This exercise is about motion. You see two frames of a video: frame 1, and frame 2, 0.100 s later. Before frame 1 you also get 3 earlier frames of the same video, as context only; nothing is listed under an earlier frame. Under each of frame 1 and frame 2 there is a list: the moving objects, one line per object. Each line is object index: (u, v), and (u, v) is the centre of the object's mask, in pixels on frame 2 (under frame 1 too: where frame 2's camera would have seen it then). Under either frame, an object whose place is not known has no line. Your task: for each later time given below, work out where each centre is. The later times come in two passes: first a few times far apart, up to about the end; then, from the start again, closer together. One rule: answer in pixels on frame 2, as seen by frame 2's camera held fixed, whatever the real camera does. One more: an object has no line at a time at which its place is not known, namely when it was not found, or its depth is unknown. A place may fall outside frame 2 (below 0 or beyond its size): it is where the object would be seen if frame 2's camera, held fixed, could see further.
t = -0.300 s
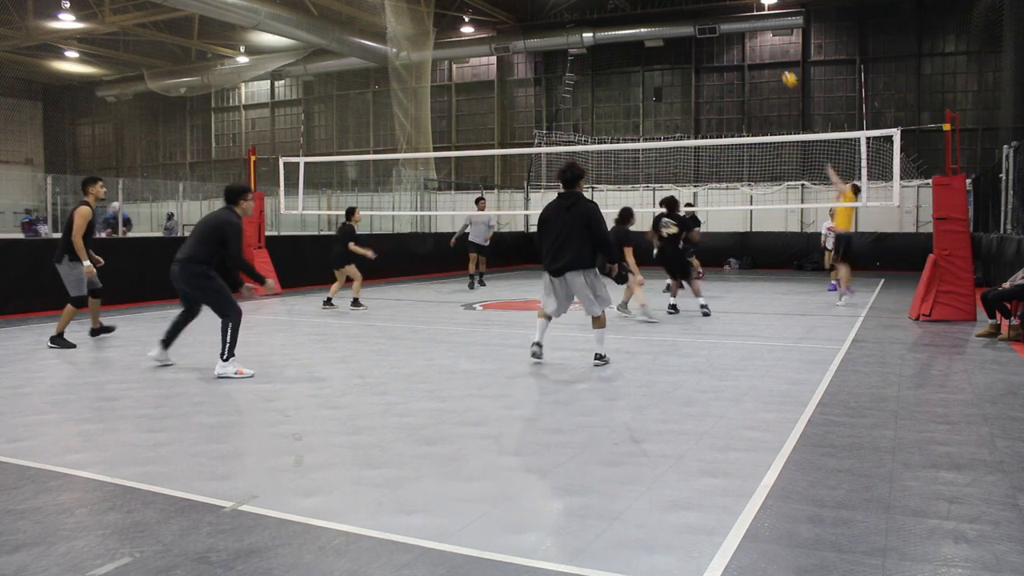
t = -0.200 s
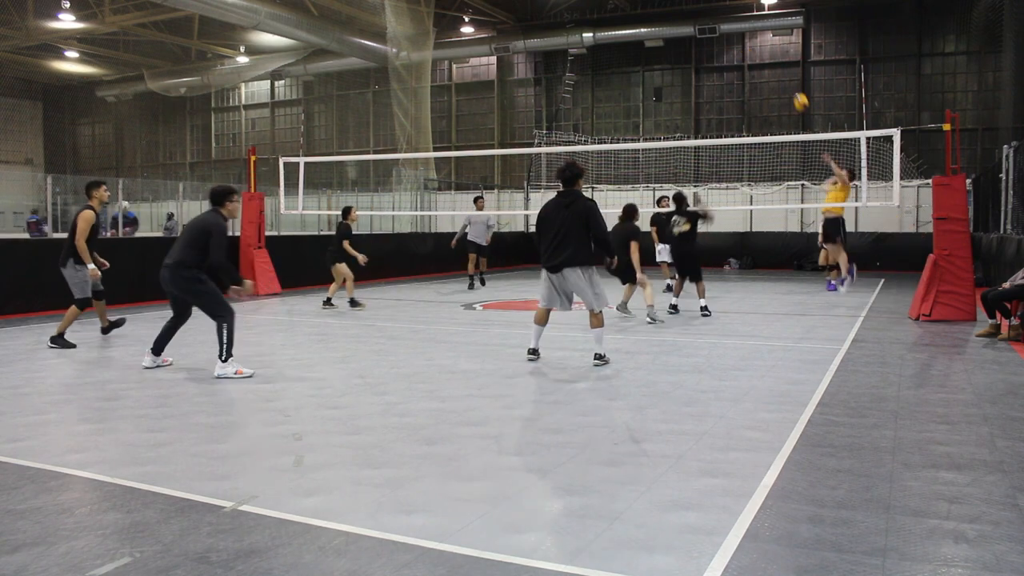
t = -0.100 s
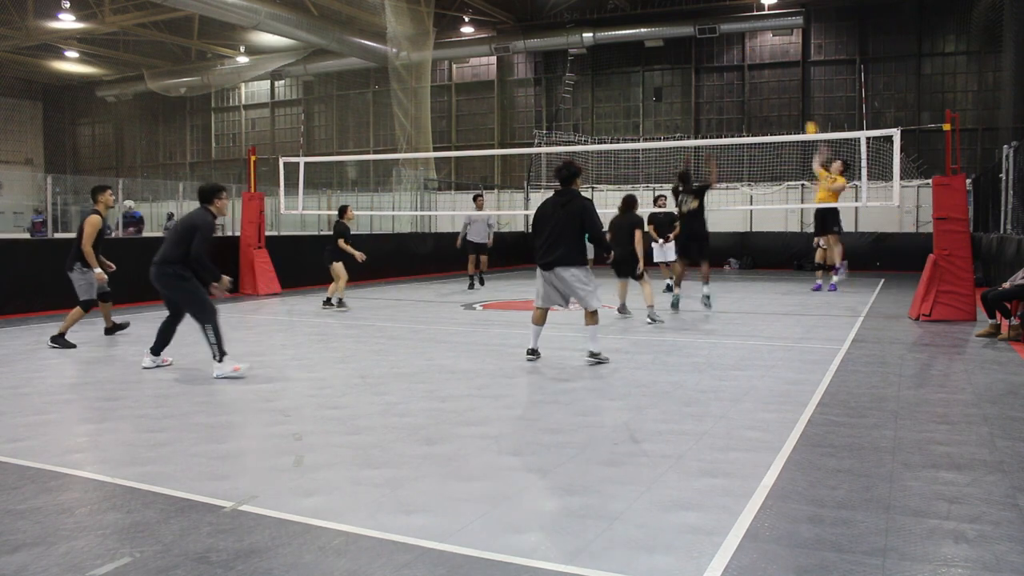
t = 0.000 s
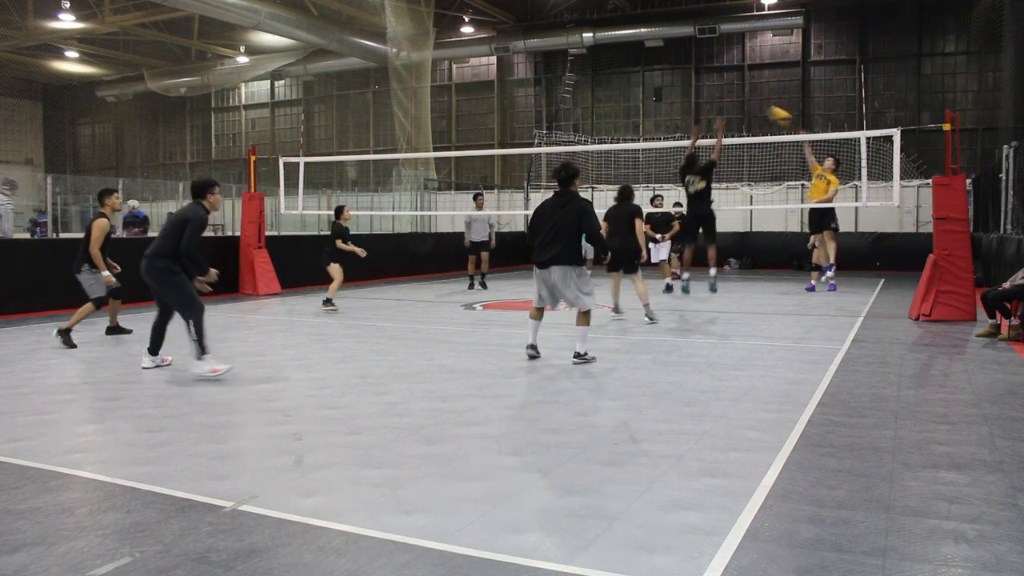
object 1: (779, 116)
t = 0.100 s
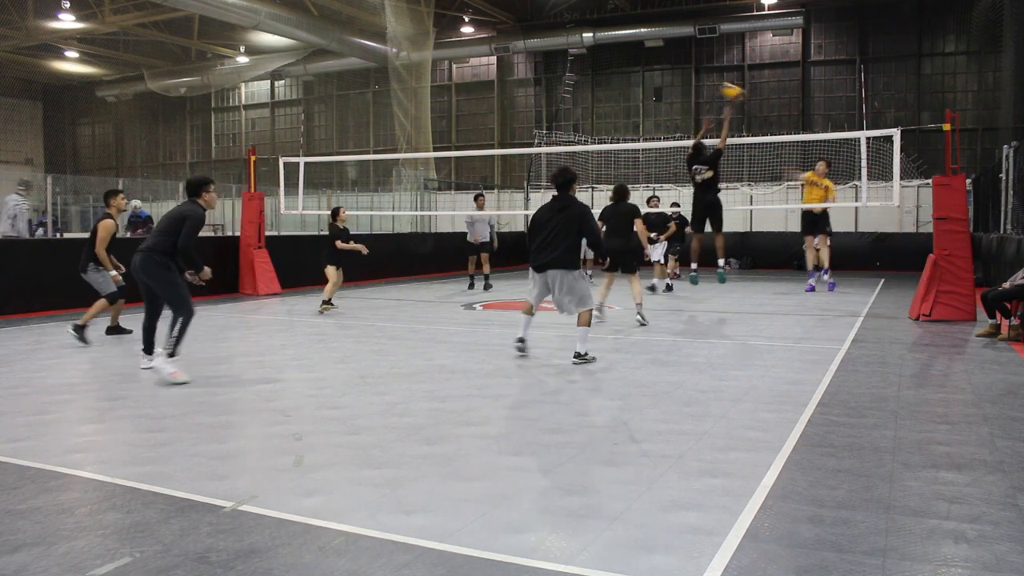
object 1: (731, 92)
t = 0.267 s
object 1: (642, 68)
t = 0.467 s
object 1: (513, 71)
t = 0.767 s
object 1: (261, 176)
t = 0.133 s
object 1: (715, 86)
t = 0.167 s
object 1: (697, 79)
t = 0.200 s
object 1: (678, 74)
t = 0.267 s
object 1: (642, 68)
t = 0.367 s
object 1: (581, 64)
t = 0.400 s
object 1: (560, 65)
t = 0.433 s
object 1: (537, 67)
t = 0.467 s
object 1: (513, 71)
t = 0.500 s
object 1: (489, 76)
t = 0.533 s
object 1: (464, 81)
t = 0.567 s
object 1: (438, 89)
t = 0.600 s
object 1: (409, 99)
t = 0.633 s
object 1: (382, 112)
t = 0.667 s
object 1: (355, 124)
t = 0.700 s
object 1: (324, 139)
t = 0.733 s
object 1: (294, 155)
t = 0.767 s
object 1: (261, 176)
